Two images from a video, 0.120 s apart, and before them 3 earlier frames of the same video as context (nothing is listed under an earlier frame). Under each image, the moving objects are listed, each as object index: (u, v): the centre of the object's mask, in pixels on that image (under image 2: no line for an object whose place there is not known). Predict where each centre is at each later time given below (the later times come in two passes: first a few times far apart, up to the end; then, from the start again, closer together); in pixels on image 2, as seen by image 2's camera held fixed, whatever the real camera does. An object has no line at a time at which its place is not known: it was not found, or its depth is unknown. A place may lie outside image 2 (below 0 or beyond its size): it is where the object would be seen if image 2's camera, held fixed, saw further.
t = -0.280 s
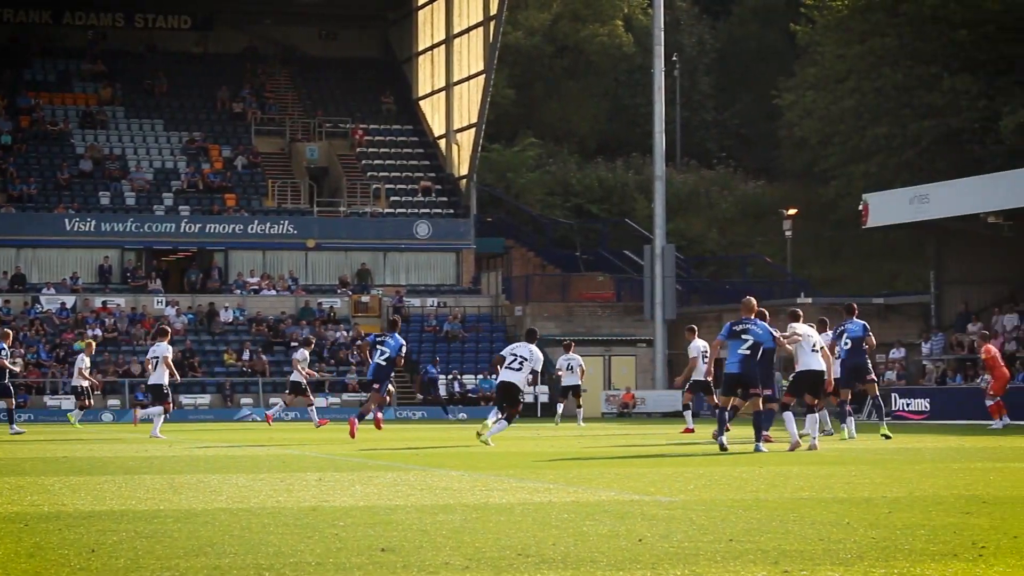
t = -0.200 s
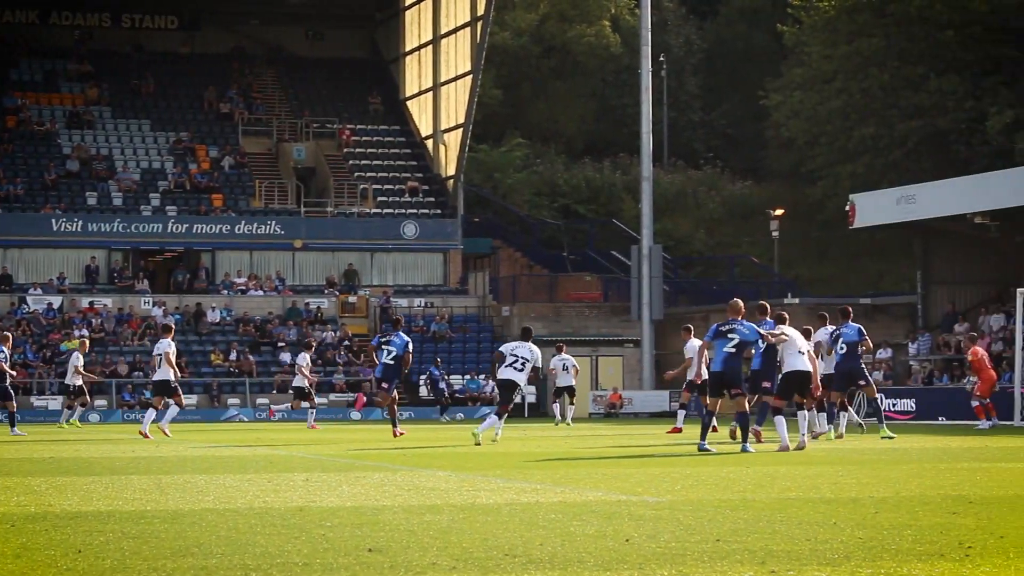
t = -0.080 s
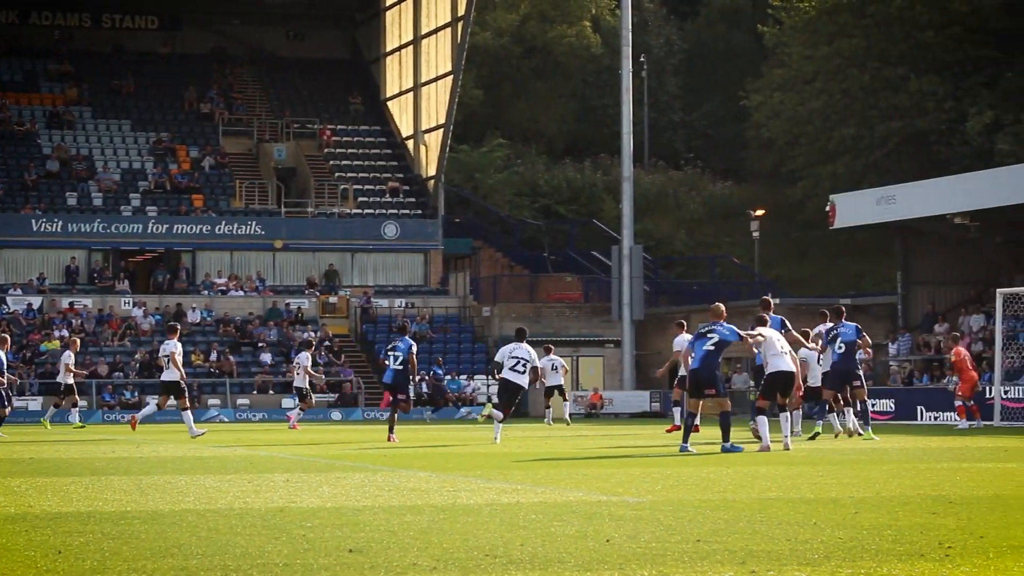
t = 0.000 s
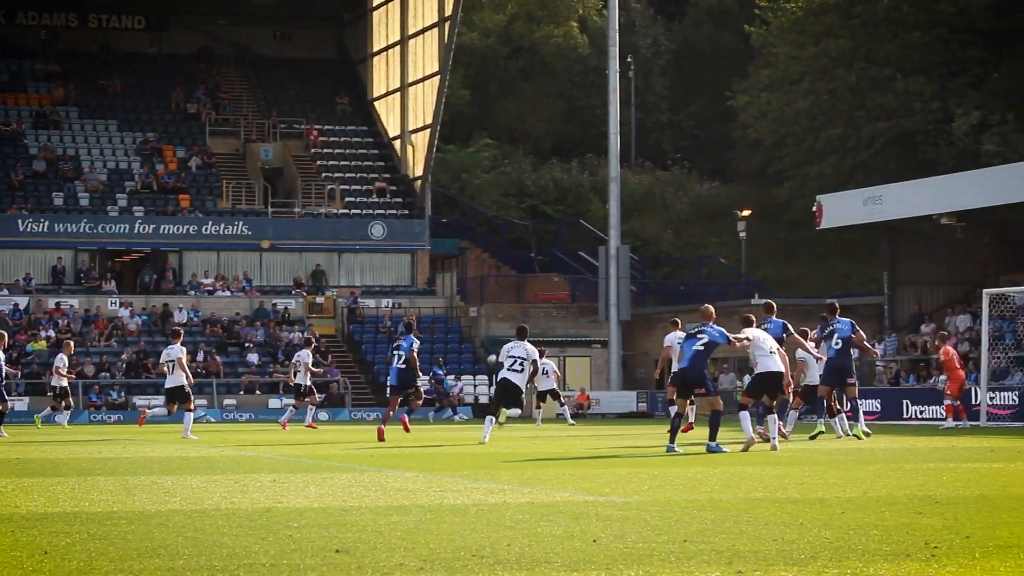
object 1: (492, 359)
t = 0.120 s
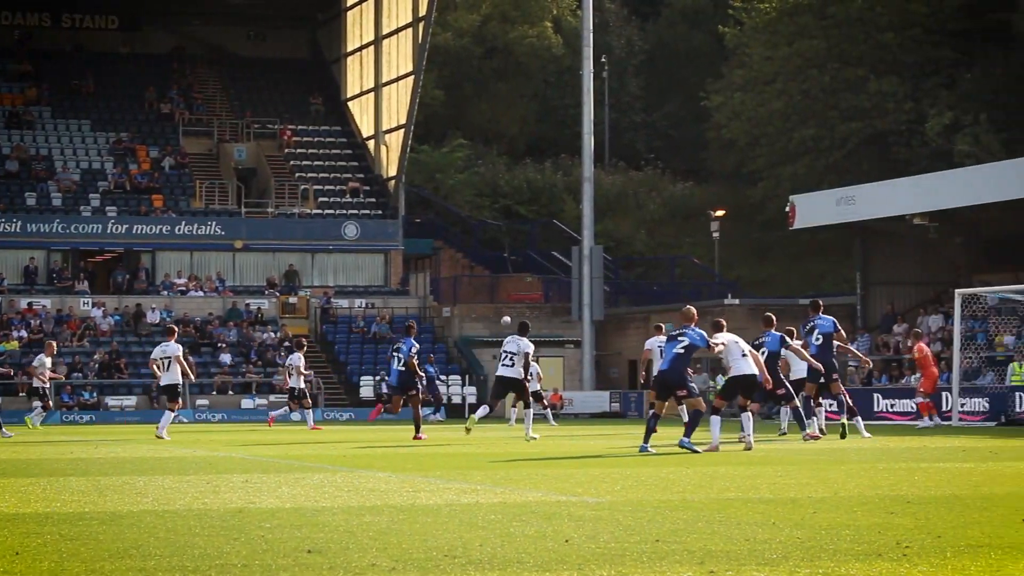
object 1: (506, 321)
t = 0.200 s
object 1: (532, 297)
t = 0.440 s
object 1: (607, 235)
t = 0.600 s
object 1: (654, 202)
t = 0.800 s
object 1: (711, 176)
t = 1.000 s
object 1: (766, 168)
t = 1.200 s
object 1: (816, 182)
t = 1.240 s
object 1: (826, 188)
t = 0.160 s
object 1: (519, 309)
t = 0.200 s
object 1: (532, 297)
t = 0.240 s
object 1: (545, 286)
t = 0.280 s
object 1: (558, 275)
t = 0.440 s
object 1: (607, 235)
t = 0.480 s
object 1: (619, 226)
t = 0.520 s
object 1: (630, 217)
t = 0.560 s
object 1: (643, 210)
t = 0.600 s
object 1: (654, 202)
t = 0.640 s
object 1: (666, 196)
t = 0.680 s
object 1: (677, 190)
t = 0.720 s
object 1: (689, 184)
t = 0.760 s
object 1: (700, 180)
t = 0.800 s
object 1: (711, 176)
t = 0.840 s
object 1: (722, 173)
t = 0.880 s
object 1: (732, 171)
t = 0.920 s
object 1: (743, 169)
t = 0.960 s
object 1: (755, 168)
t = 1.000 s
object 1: (766, 168)
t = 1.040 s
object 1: (776, 169)
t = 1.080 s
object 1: (786, 171)
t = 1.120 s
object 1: (796, 174)
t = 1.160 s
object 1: (806, 178)
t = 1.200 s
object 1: (816, 182)
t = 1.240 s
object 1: (826, 188)
